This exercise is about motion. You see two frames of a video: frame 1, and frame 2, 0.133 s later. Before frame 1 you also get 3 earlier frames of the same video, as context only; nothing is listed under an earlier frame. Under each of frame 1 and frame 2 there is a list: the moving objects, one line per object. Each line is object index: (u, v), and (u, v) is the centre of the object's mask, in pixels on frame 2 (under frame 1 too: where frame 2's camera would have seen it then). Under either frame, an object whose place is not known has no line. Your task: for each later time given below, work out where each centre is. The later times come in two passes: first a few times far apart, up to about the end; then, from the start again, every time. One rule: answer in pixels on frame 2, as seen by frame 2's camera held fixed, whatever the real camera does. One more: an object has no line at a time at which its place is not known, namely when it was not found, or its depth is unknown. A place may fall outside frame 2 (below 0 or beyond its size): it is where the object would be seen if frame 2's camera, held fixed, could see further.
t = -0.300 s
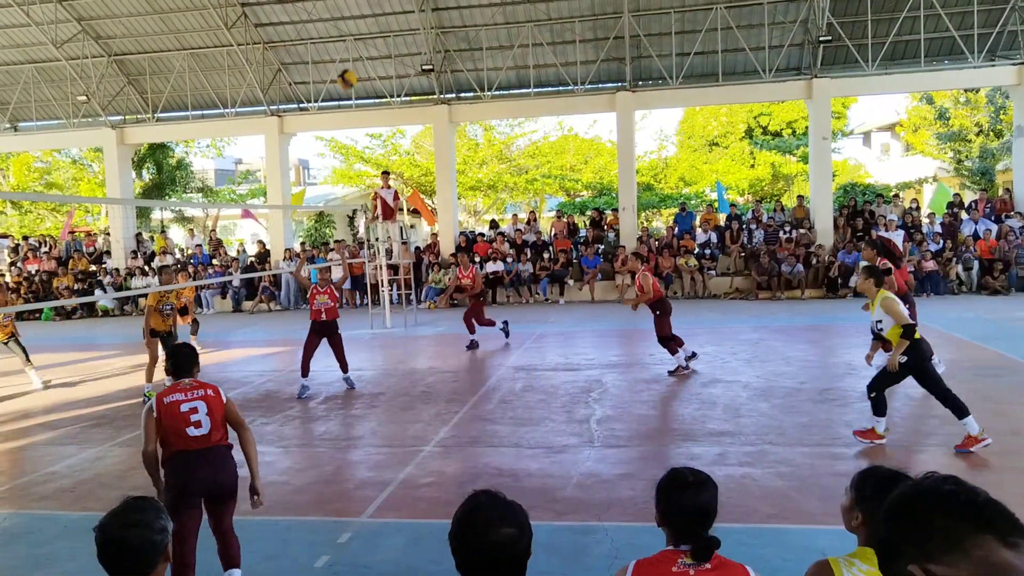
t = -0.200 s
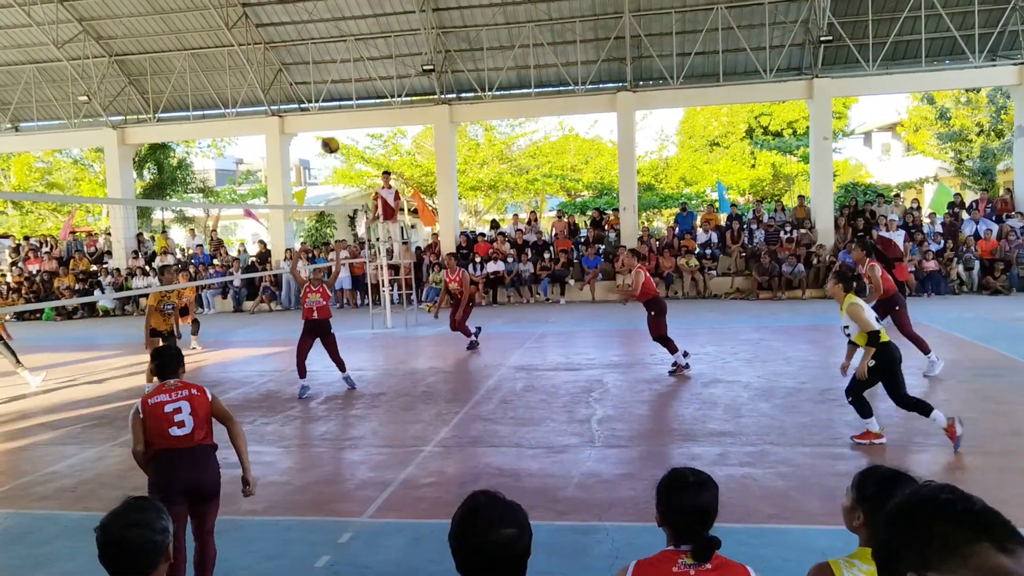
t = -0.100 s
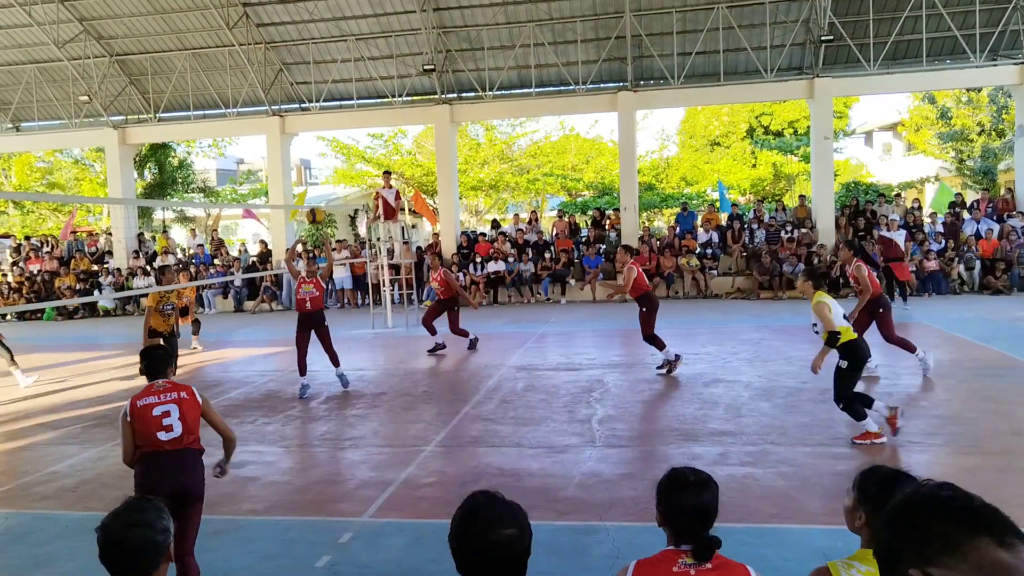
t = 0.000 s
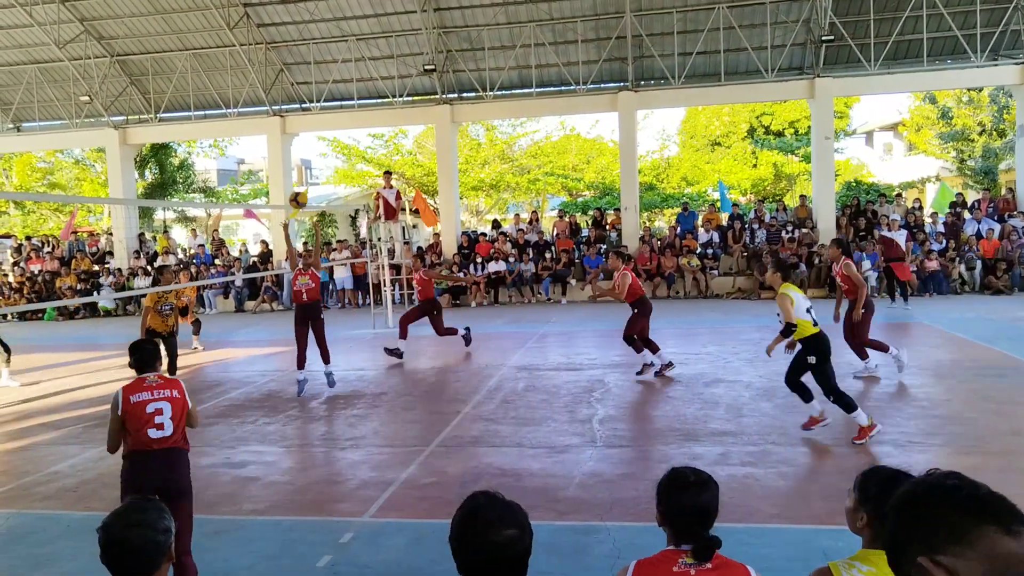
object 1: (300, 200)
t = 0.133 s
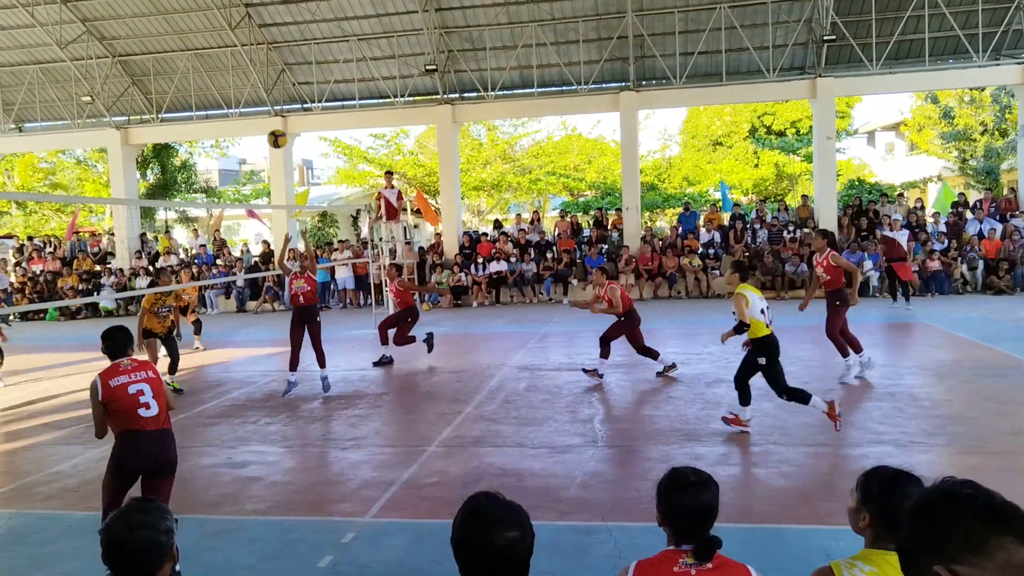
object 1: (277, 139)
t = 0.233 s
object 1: (258, 100)
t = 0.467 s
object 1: (215, 39)
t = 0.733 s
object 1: (160, 33)
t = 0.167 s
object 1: (271, 125)
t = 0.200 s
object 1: (265, 112)
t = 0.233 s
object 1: (258, 100)
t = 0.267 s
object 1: (253, 89)
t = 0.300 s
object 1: (247, 78)
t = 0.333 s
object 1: (241, 69)
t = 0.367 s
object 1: (234, 60)
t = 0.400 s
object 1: (228, 52)
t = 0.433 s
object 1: (221, 45)
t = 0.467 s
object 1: (215, 39)
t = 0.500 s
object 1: (209, 34)
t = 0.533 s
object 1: (202, 30)
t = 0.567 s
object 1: (196, 27)
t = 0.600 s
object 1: (189, 26)
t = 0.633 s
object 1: (181, 25)
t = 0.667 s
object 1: (174, 26)
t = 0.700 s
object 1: (168, 28)
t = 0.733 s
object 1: (160, 33)
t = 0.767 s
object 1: (153, 38)
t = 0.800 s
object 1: (146, 45)
